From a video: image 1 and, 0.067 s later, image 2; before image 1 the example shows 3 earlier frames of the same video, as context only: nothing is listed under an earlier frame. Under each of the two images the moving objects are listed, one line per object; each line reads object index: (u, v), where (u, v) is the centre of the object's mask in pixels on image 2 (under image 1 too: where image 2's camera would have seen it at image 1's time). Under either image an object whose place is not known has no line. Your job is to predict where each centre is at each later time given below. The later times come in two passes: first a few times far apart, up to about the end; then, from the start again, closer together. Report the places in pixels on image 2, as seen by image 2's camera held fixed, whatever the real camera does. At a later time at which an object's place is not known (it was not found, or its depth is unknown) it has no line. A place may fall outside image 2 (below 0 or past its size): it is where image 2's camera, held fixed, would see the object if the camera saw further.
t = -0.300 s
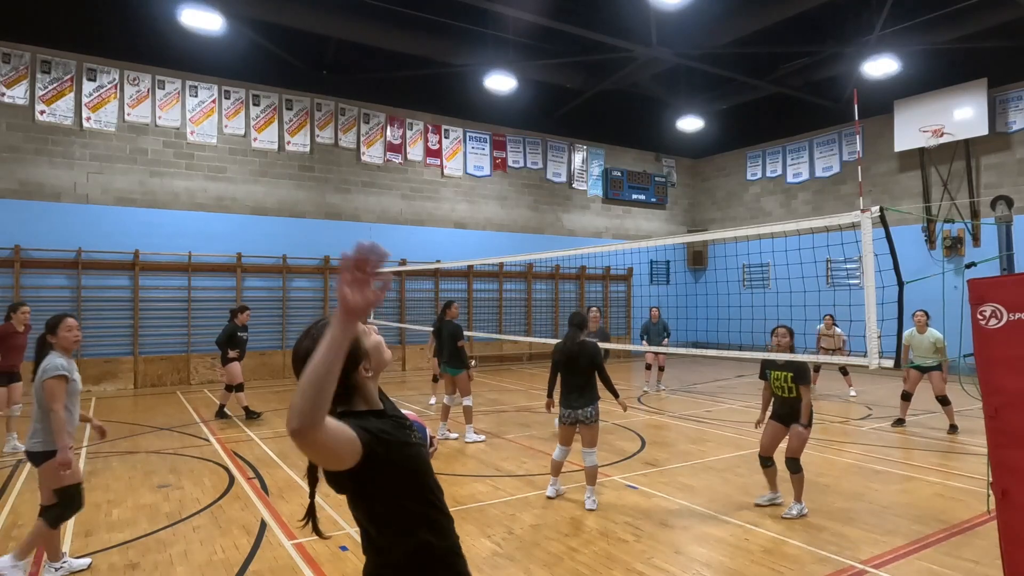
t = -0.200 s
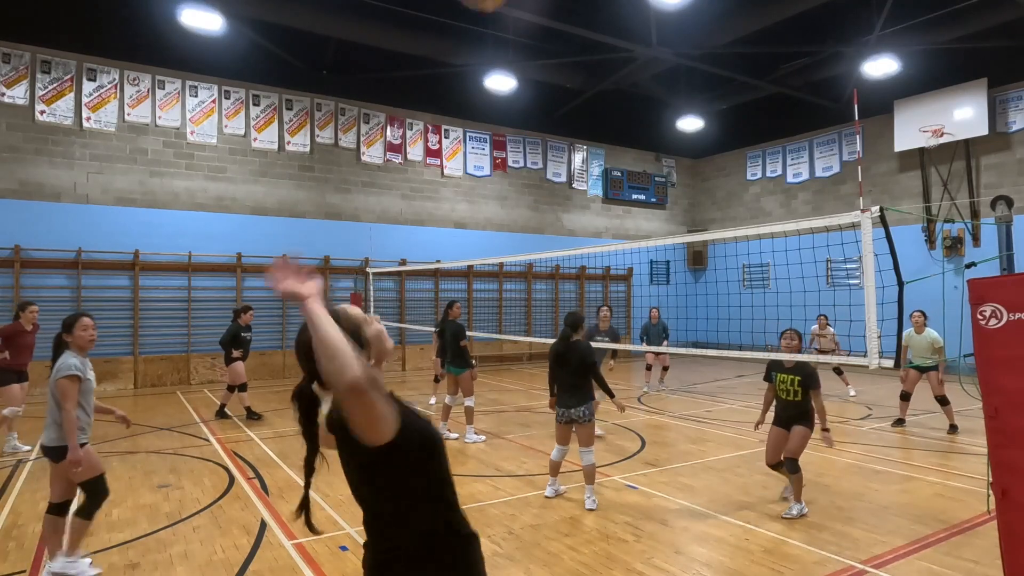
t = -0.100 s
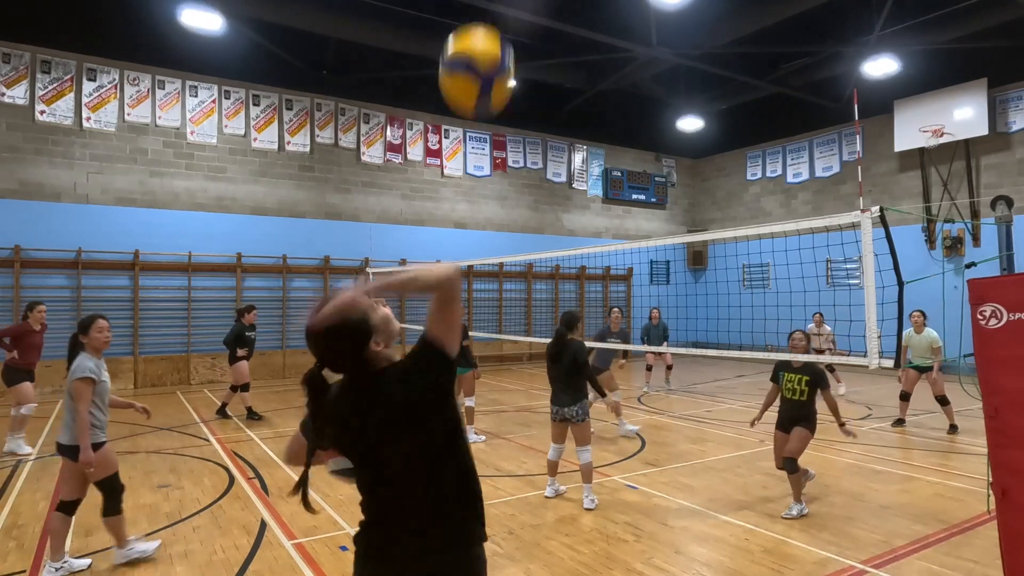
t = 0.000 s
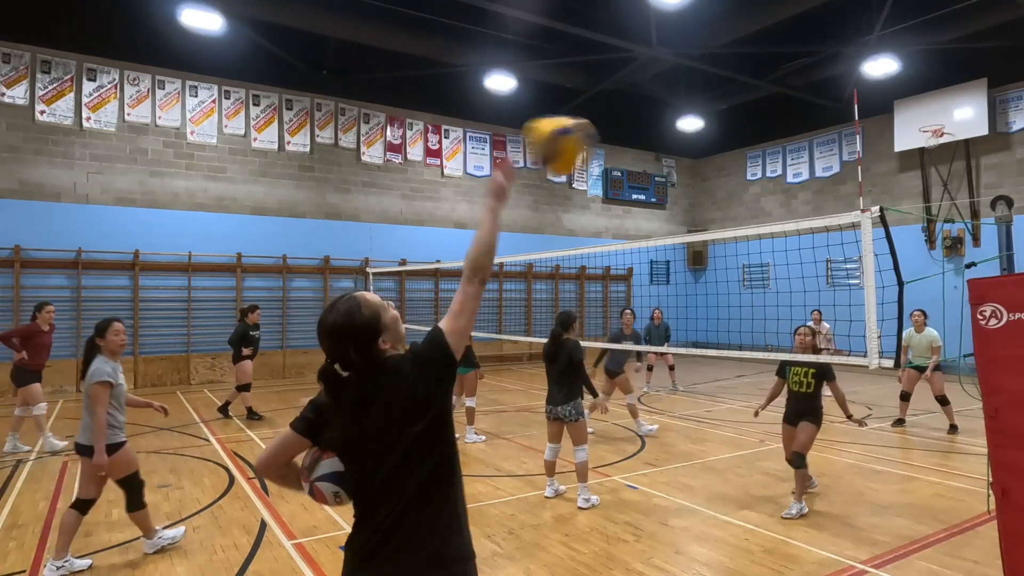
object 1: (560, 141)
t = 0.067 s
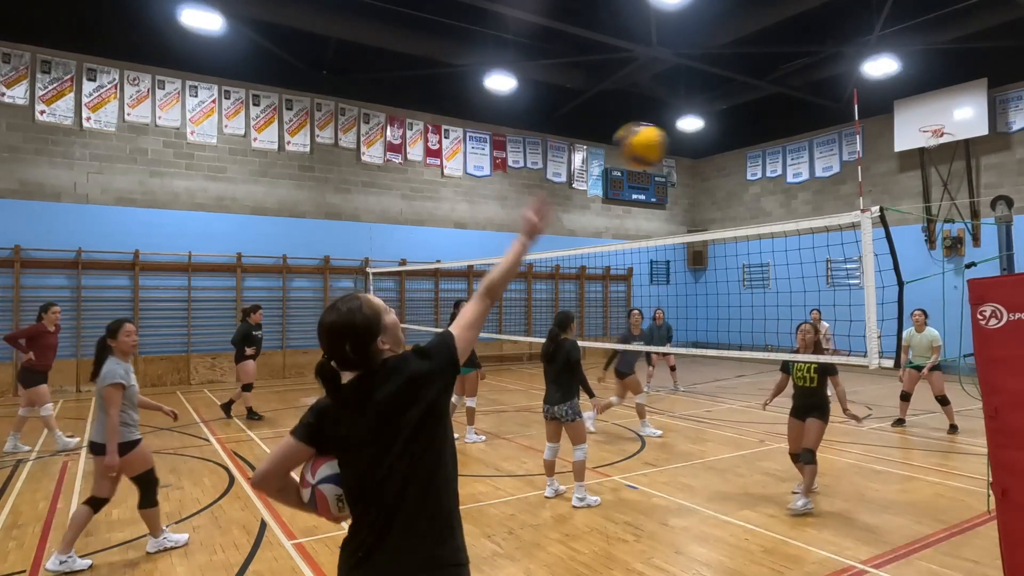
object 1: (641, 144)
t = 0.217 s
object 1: (734, 167)
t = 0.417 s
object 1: (792, 212)
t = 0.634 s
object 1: (824, 273)
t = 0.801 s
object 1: (841, 320)
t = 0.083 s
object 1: (656, 147)
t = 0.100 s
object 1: (669, 149)
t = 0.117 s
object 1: (681, 151)
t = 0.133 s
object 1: (693, 153)
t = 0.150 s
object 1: (702, 156)
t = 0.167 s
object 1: (710, 158)
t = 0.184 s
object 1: (719, 161)
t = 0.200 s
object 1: (727, 164)
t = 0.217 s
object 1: (734, 167)
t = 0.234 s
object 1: (740, 170)
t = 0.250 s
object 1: (747, 174)
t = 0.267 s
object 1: (753, 177)
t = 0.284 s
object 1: (759, 182)
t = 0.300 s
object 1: (764, 186)
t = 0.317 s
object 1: (768, 189)
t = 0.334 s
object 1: (773, 193)
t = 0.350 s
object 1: (777, 197)
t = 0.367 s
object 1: (781, 201)
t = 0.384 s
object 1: (785, 206)
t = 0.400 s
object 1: (789, 210)
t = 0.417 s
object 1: (792, 212)
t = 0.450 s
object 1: (798, 217)
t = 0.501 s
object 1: (809, 237)
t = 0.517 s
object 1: (810, 241)
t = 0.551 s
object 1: (815, 250)
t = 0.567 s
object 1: (817, 255)
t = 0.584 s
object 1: (819, 260)
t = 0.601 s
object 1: (821, 265)
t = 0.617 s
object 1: (823, 269)
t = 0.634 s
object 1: (824, 273)
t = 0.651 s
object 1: (826, 278)
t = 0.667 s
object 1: (828, 283)
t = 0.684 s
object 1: (830, 287)
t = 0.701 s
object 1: (832, 292)
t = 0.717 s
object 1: (834, 297)
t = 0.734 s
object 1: (835, 301)
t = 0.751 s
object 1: (837, 306)
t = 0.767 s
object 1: (838, 312)
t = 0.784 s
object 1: (839, 316)
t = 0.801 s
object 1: (841, 320)
